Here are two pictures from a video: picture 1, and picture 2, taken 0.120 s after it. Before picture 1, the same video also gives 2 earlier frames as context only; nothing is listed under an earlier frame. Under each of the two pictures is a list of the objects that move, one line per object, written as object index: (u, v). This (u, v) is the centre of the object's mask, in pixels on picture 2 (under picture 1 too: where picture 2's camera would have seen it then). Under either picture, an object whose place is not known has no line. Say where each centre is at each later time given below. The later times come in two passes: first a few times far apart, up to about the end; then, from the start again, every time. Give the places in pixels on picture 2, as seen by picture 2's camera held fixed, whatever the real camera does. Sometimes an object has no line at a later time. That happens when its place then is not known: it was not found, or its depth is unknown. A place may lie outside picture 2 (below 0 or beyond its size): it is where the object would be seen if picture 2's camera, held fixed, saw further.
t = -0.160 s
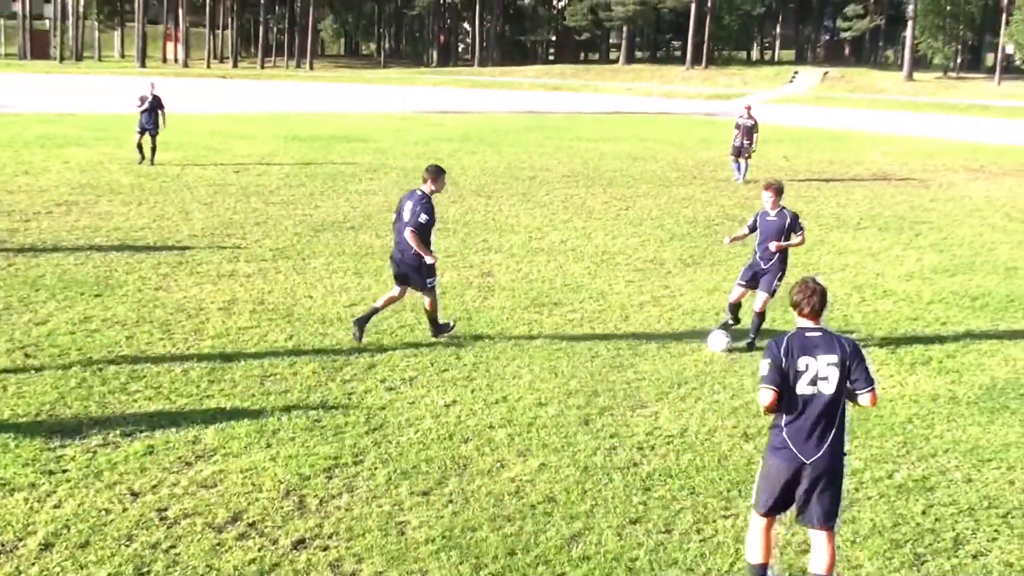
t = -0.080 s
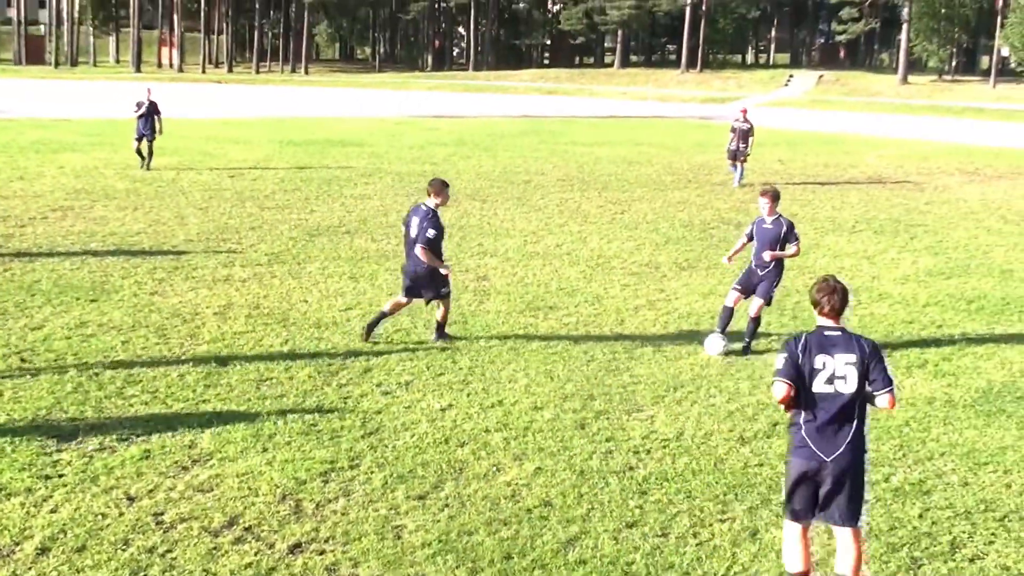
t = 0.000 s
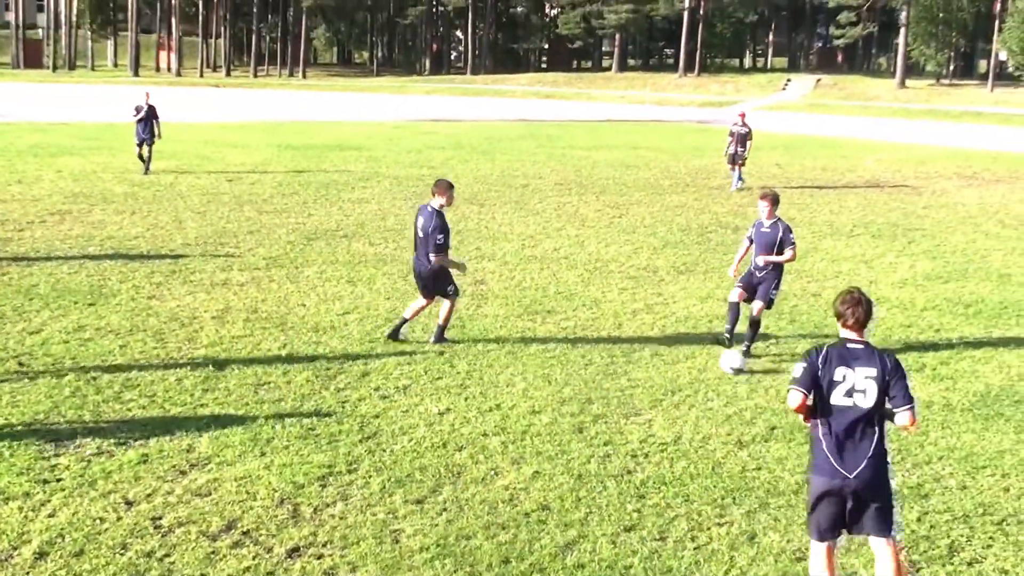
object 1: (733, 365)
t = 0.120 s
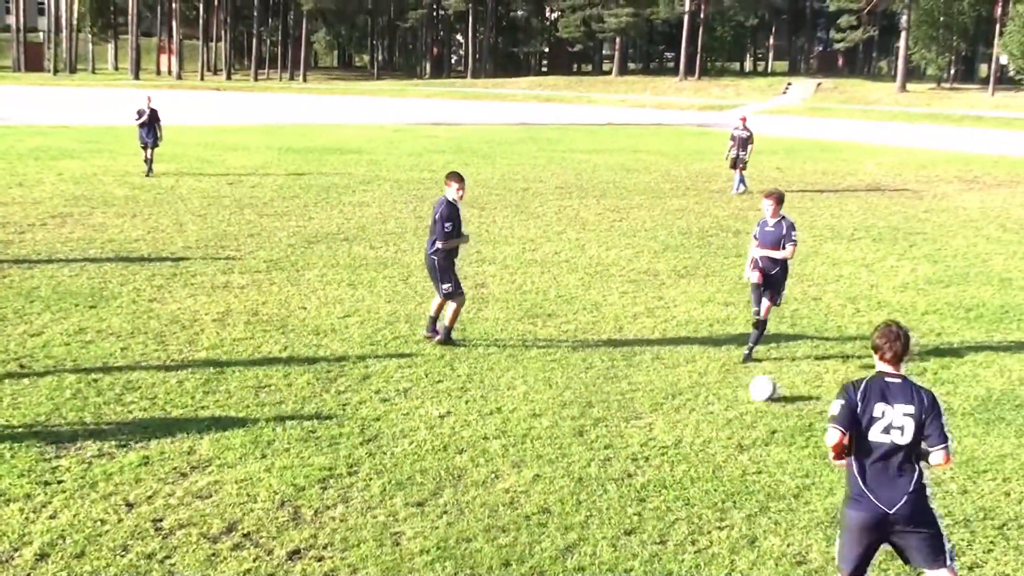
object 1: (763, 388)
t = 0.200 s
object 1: (784, 402)
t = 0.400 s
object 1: (838, 443)
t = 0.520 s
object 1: (871, 466)
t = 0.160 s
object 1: (774, 395)
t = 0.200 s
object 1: (784, 402)
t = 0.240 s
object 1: (795, 411)
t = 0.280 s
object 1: (805, 419)
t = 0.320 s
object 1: (817, 427)
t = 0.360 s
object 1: (826, 434)
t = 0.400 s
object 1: (838, 443)
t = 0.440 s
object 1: (848, 451)
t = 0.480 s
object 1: (859, 458)
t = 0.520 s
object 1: (871, 466)
